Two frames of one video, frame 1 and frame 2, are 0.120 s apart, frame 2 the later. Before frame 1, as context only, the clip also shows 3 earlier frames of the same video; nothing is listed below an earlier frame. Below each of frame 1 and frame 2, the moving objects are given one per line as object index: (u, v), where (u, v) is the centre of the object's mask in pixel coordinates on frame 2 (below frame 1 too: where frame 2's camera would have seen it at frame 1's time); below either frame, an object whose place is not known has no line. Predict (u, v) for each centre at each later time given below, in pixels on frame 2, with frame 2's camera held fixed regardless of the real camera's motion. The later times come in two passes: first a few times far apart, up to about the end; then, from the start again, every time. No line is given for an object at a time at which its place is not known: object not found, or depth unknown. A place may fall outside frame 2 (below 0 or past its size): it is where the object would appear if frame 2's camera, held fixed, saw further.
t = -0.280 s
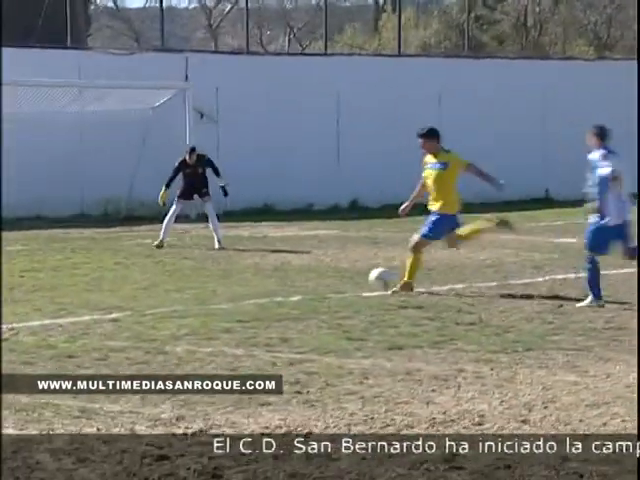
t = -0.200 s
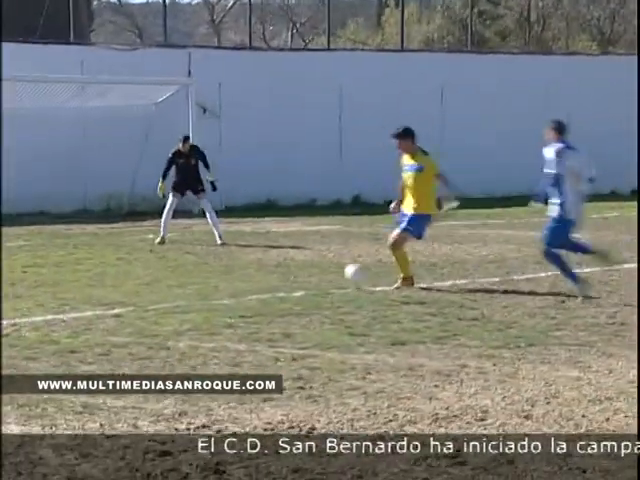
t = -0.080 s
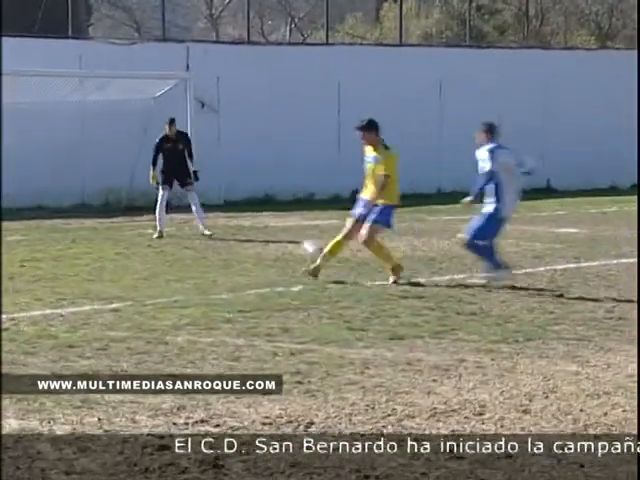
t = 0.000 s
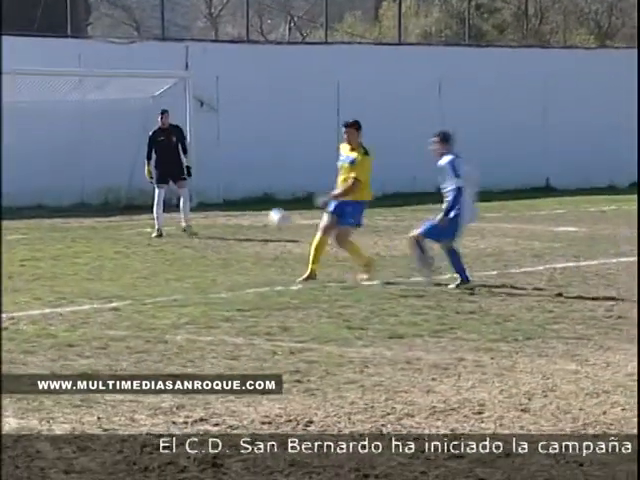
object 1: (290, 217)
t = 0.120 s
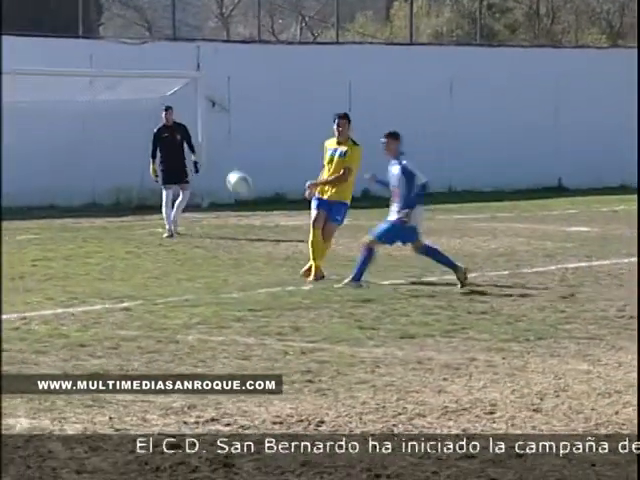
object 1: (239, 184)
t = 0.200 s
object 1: (201, 163)
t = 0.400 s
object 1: (100, 138)
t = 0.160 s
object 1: (219, 173)
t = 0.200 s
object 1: (201, 163)
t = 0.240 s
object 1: (182, 156)
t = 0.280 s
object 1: (162, 149)
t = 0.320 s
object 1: (142, 143)
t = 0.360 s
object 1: (121, 140)
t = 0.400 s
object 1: (100, 138)
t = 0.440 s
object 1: (78, 137)
